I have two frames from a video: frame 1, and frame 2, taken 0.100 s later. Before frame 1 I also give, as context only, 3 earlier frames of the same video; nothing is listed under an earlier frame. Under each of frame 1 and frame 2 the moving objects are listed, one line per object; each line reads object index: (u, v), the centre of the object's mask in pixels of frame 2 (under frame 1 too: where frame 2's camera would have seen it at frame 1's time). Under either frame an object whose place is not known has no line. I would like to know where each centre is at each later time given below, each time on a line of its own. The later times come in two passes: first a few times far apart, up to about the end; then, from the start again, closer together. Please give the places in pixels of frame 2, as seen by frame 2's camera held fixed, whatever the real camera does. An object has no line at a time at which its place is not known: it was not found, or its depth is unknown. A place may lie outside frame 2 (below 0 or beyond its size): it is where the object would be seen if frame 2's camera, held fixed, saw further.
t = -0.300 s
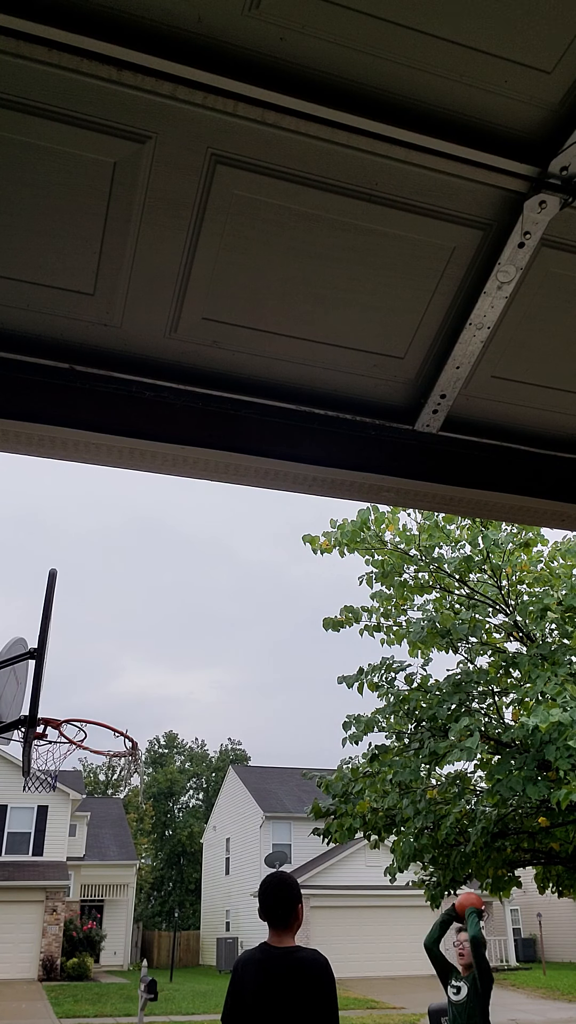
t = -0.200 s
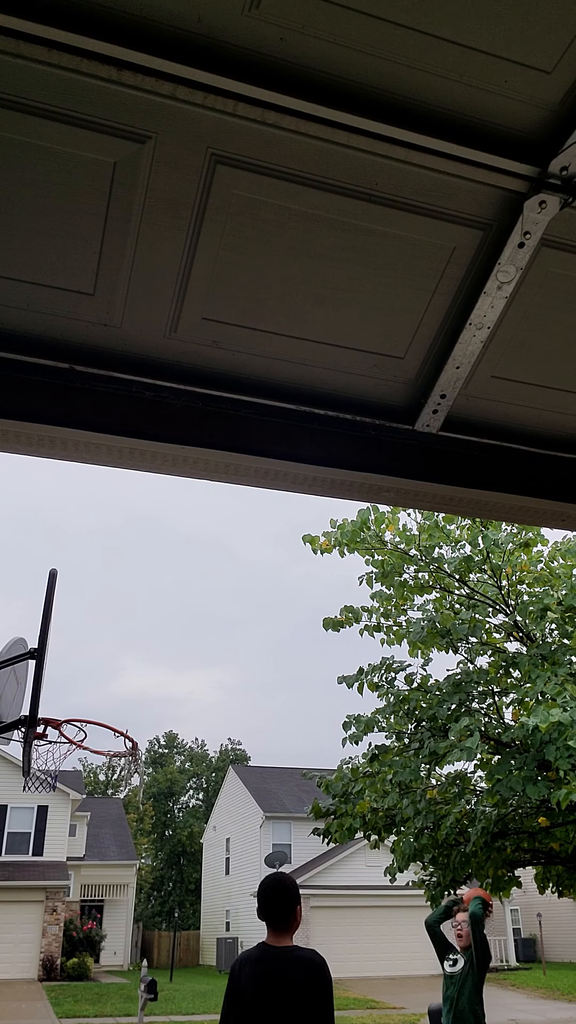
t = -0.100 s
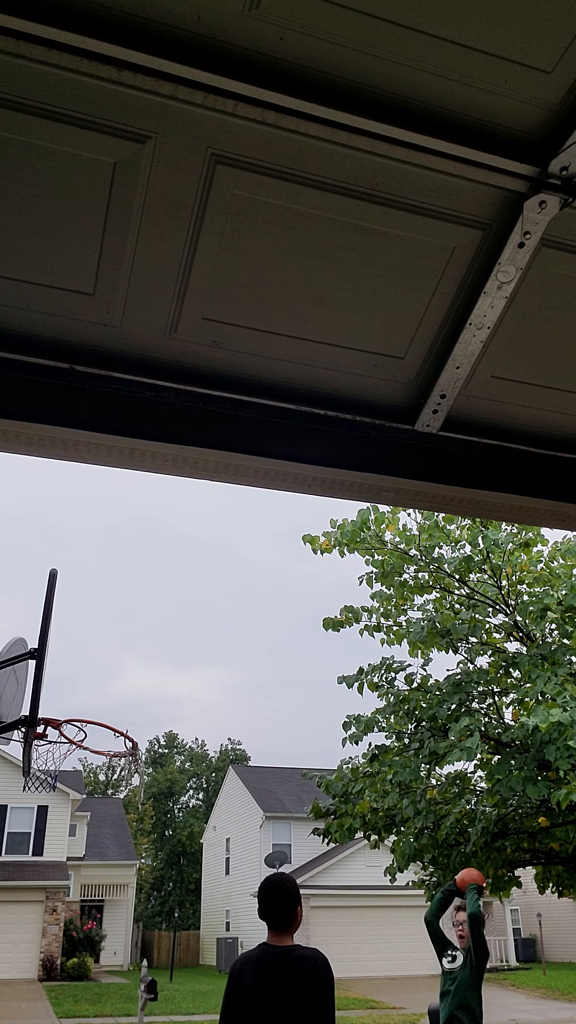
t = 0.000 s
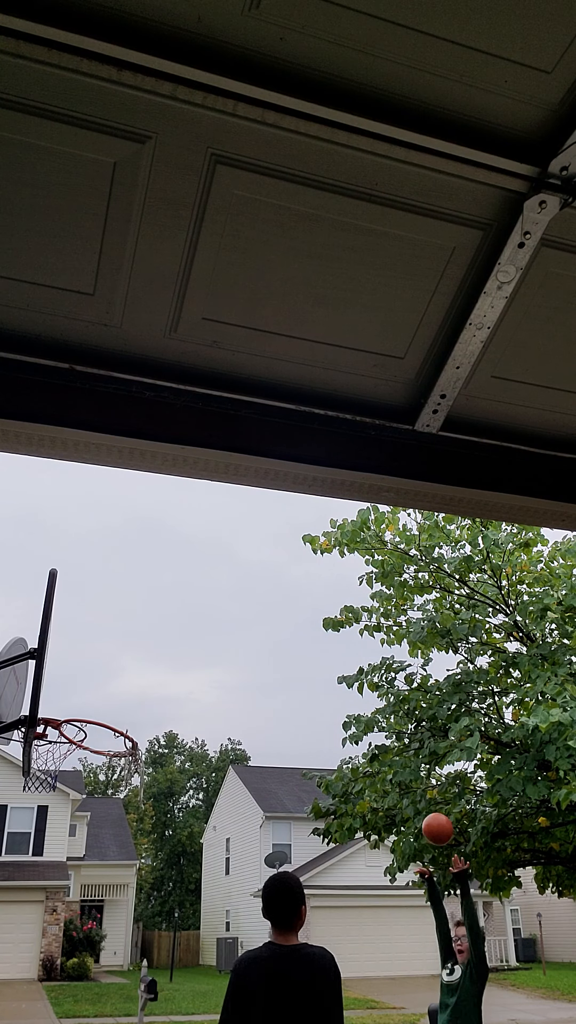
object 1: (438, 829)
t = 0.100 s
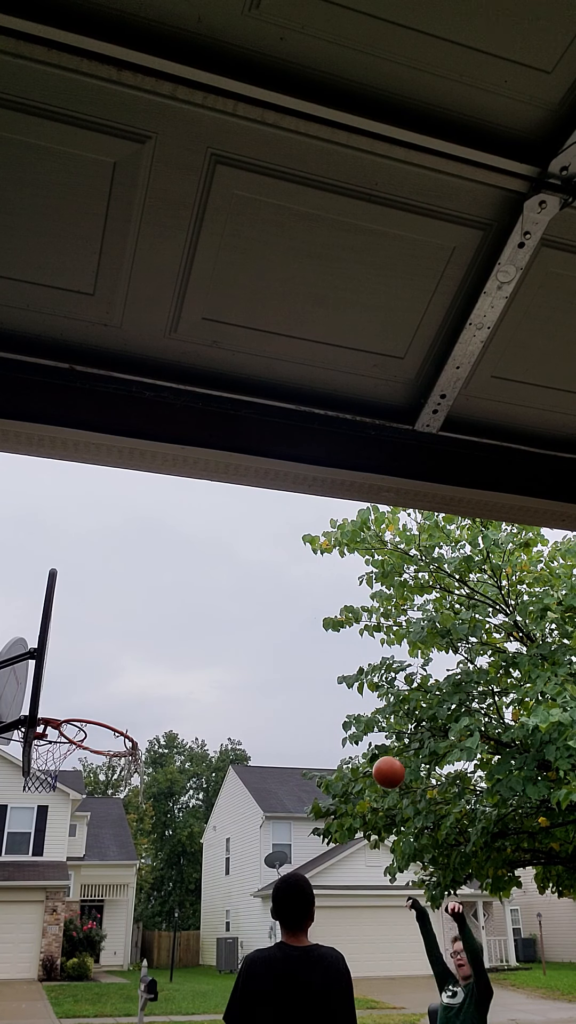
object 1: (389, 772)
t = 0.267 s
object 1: (301, 713)
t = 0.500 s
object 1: (142, 717)
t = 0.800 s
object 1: (146, 695)
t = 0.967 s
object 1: (213, 739)
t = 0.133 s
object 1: (372, 757)
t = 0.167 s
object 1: (355, 743)
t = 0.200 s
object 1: (337, 732)
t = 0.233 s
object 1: (319, 721)
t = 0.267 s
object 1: (301, 713)
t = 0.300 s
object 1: (282, 706)
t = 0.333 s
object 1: (261, 702)
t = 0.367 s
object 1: (240, 700)
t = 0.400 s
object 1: (218, 700)
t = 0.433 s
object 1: (195, 703)
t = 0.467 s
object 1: (169, 709)
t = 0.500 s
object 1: (142, 717)
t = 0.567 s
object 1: (89, 733)
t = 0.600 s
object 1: (83, 725)
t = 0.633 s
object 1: (87, 718)
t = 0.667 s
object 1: (96, 708)
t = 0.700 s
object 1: (108, 704)
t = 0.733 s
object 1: (120, 699)
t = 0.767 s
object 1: (133, 695)
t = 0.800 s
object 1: (146, 695)
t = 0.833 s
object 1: (158, 698)
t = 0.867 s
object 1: (171, 703)
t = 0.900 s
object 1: (185, 712)
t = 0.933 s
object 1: (198, 724)
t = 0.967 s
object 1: (213, 739)
